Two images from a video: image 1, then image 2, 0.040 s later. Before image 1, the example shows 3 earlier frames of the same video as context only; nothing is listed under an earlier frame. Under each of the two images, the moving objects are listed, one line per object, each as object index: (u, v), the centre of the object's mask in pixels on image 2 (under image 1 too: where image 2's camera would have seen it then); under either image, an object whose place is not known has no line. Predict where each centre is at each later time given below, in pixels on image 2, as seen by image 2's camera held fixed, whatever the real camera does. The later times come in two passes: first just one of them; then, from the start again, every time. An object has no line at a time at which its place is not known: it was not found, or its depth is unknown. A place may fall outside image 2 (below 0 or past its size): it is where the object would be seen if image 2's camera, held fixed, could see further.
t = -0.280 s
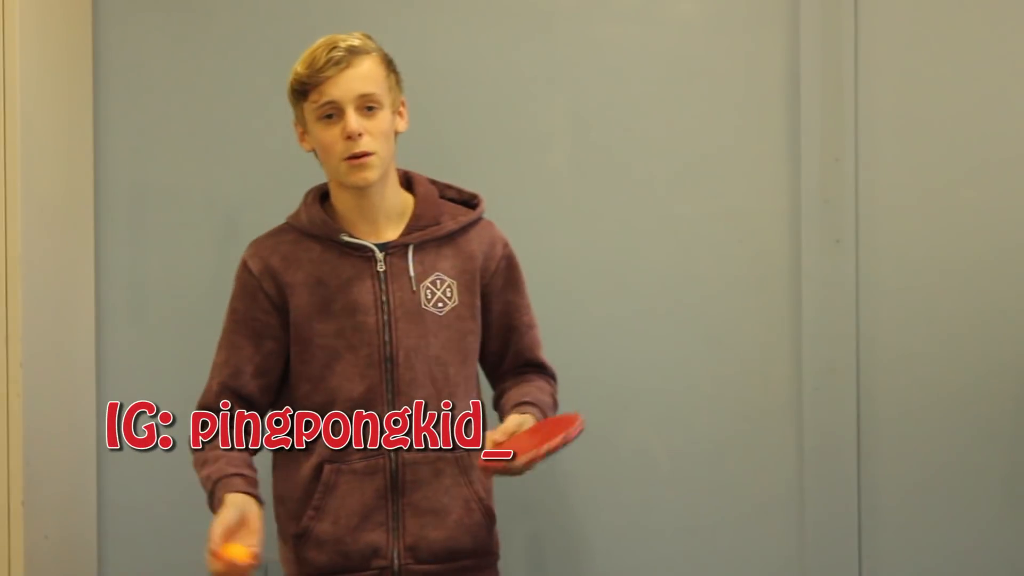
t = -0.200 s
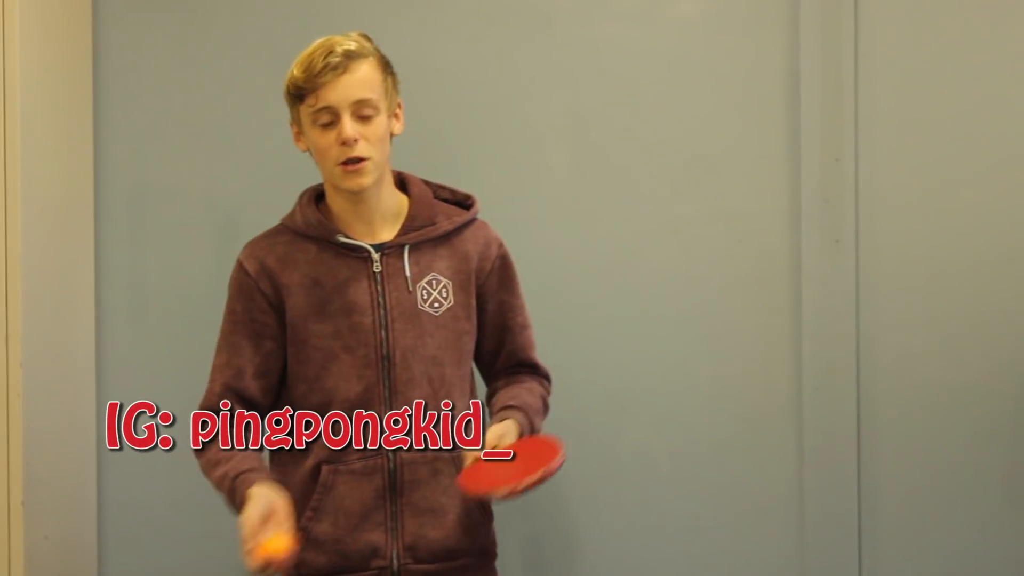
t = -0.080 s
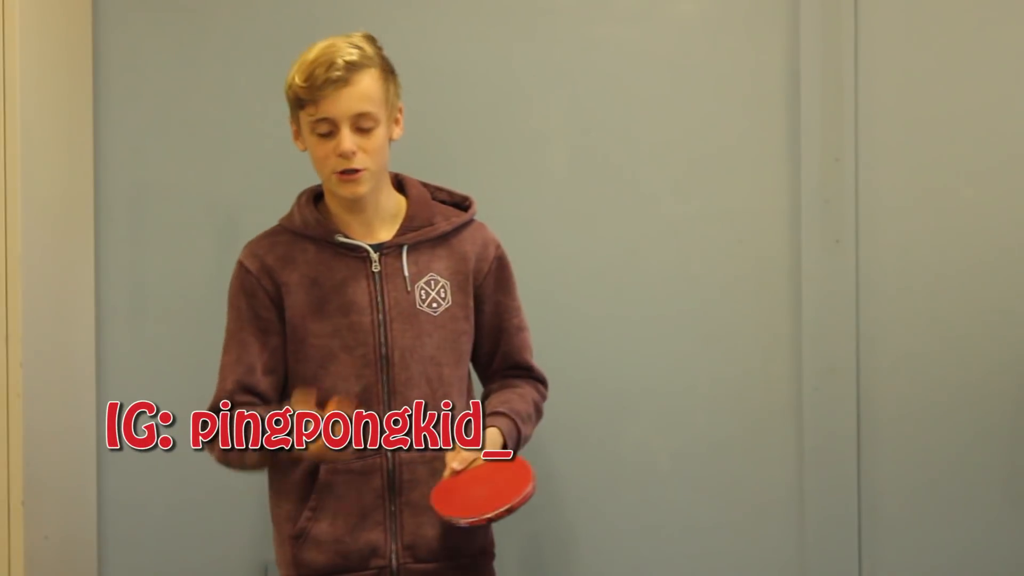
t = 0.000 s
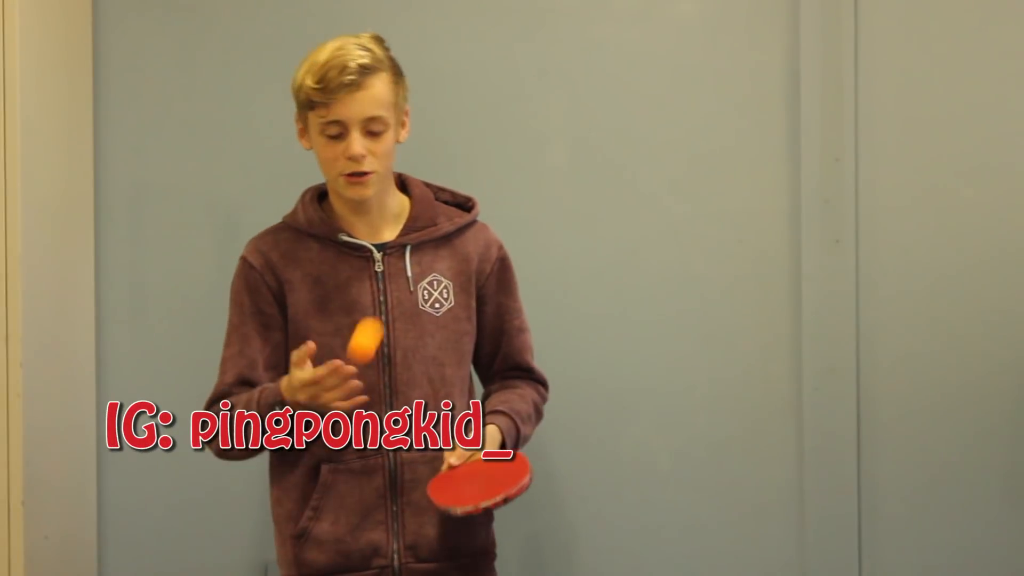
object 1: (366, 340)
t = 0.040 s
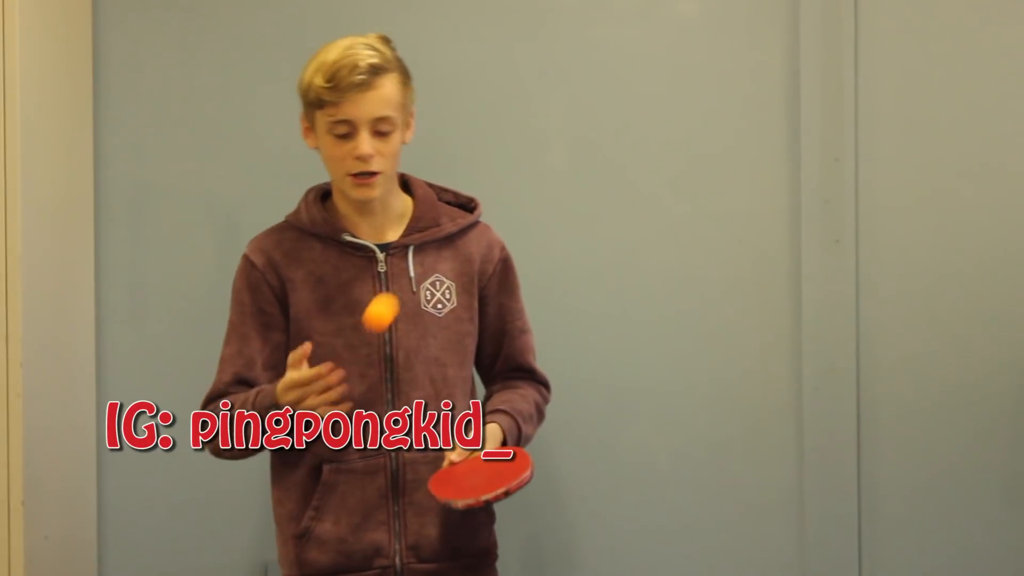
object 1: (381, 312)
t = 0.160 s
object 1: (424, 293)
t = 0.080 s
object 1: (396, 295)
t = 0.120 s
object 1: (410, 289)
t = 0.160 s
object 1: (424, 293)
